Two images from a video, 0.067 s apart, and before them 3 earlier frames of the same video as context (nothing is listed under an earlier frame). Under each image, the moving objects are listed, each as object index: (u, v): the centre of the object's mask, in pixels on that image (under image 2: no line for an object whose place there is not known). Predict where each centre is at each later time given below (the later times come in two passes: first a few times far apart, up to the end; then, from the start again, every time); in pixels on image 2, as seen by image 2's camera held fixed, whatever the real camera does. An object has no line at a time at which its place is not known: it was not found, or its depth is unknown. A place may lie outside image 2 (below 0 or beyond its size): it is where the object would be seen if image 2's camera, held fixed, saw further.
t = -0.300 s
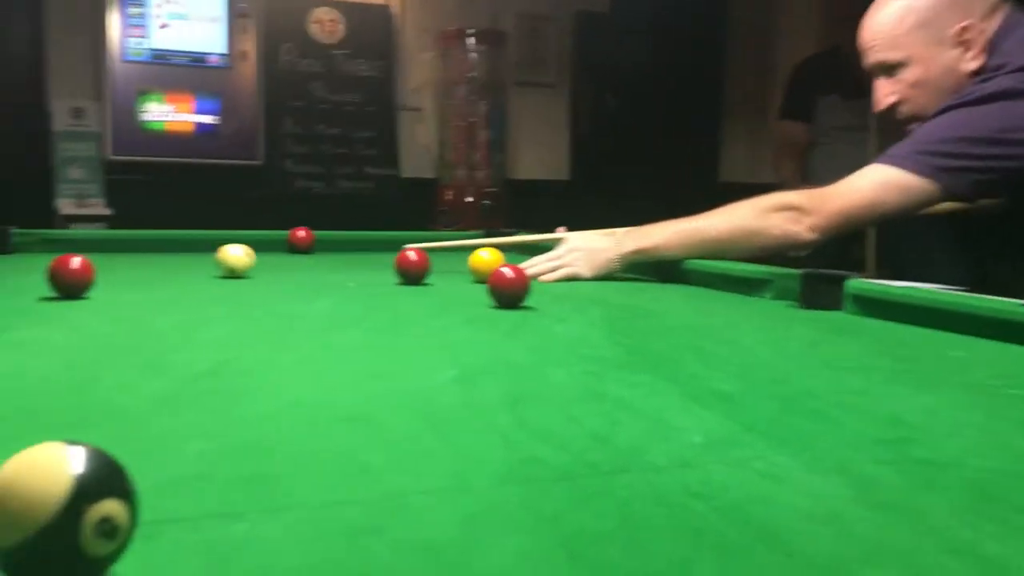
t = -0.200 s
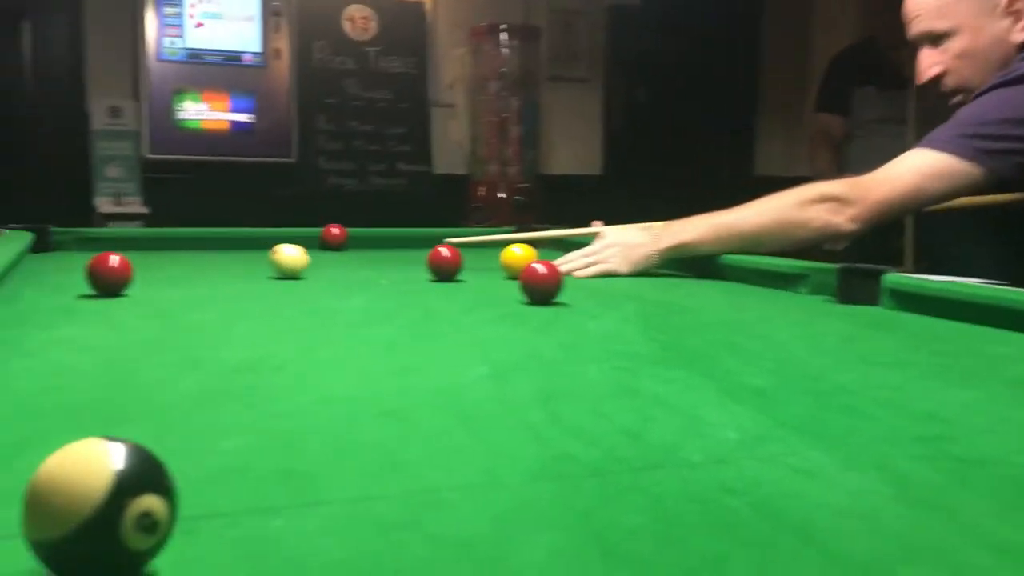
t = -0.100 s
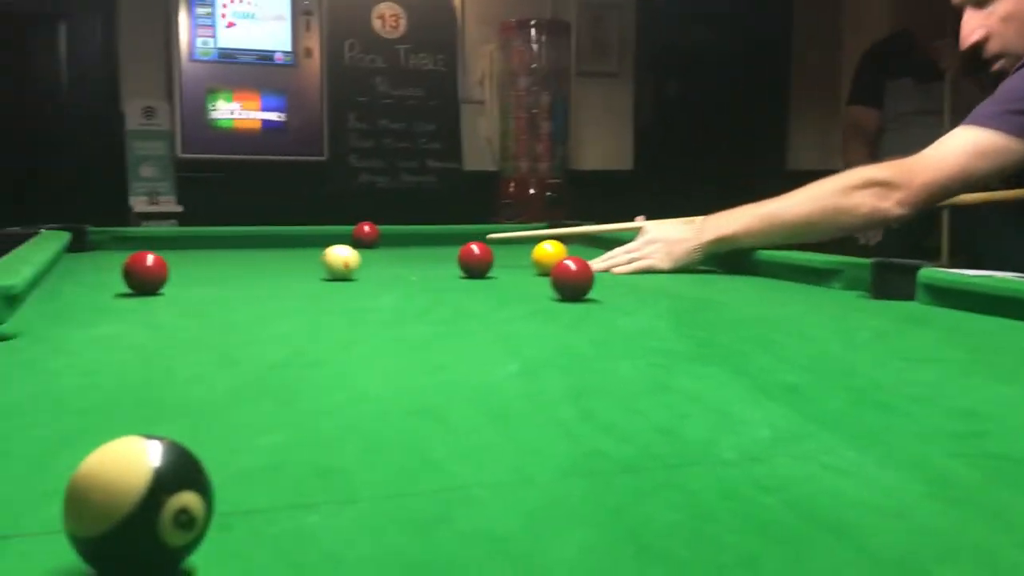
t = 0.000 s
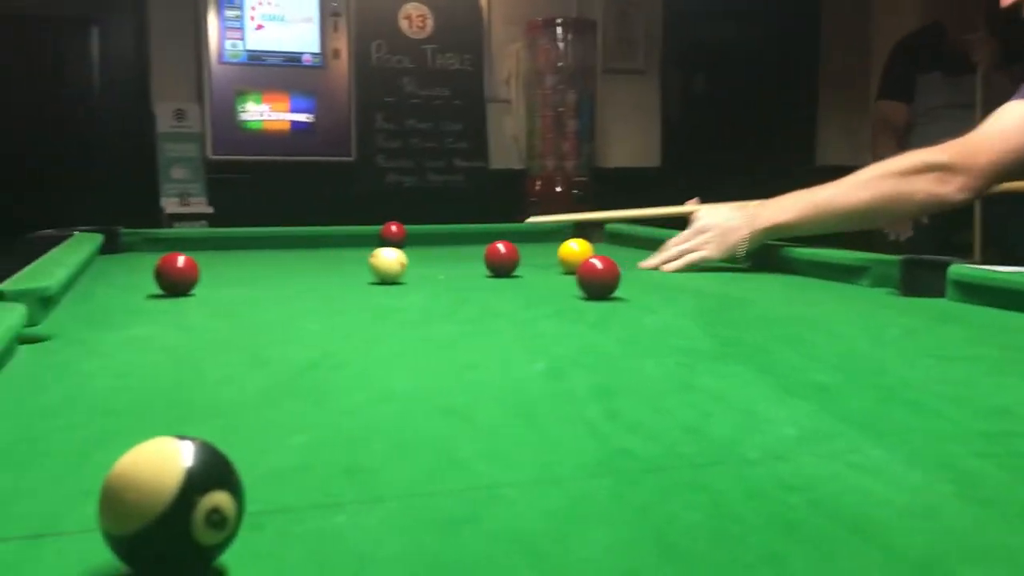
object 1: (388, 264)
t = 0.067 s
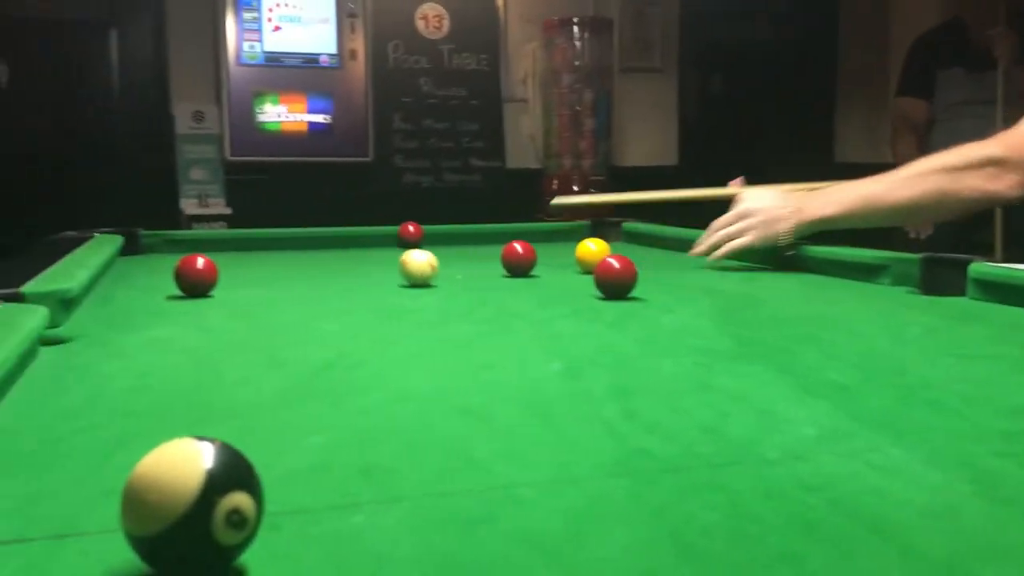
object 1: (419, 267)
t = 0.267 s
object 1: (460, 274)
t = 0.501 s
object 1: (514, 281)
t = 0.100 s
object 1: (426, 268)
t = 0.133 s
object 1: (432, 269)
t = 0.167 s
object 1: (439, 270)
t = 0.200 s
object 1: (446, 272)
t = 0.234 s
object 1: (453, 273)
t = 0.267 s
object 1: (460, 274)
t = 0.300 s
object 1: (468, 276)
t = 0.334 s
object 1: (475, 276)
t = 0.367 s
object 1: (482, 278)
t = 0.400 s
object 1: (490, 279)
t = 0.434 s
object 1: (498, 280)
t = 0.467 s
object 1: (506, 282)
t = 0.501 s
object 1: (514, 281)
